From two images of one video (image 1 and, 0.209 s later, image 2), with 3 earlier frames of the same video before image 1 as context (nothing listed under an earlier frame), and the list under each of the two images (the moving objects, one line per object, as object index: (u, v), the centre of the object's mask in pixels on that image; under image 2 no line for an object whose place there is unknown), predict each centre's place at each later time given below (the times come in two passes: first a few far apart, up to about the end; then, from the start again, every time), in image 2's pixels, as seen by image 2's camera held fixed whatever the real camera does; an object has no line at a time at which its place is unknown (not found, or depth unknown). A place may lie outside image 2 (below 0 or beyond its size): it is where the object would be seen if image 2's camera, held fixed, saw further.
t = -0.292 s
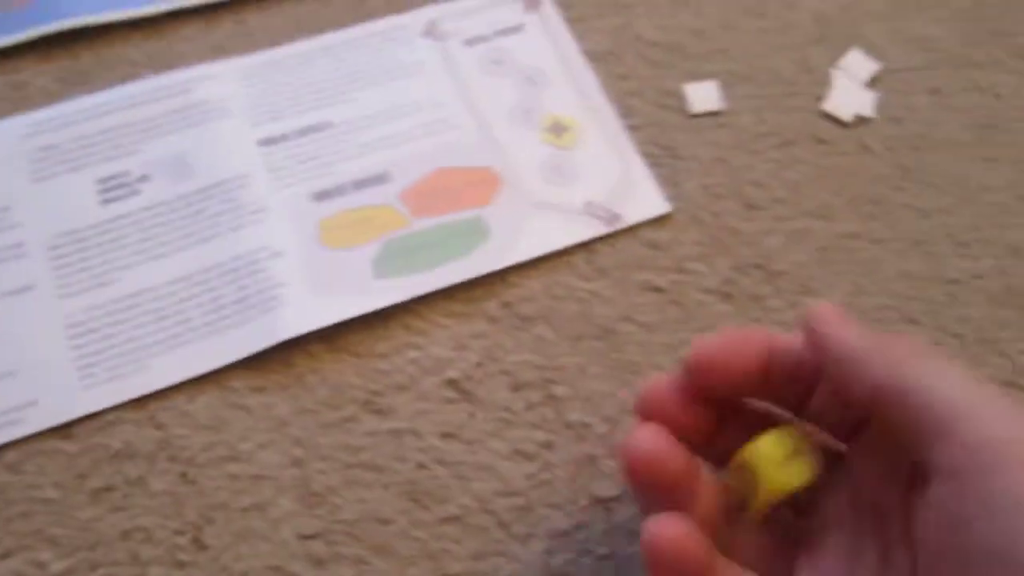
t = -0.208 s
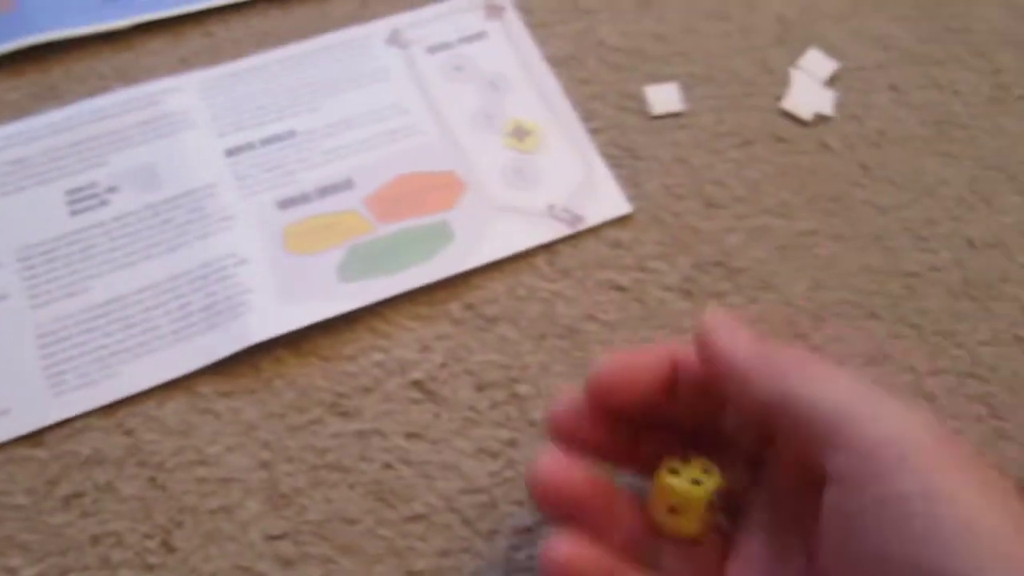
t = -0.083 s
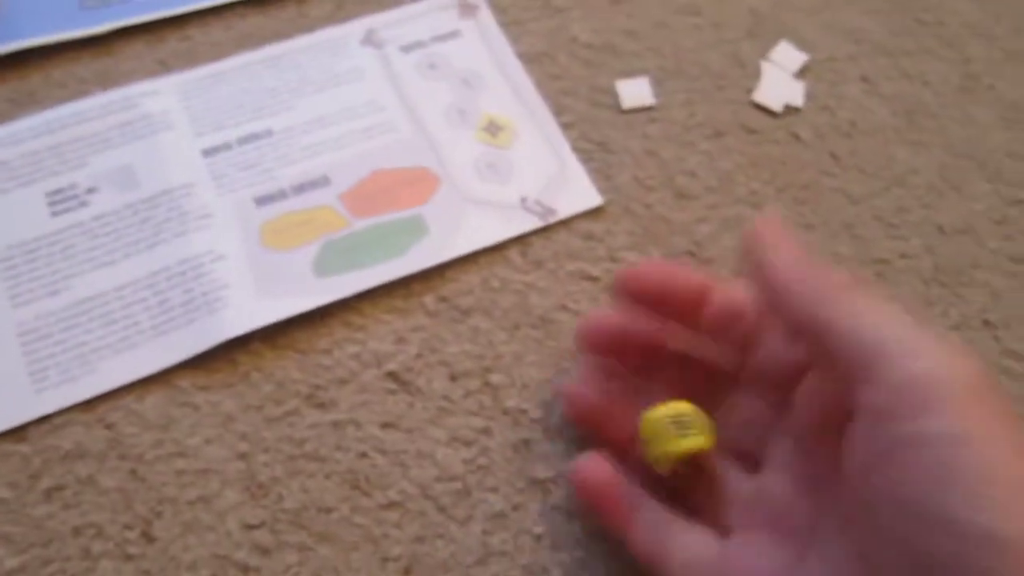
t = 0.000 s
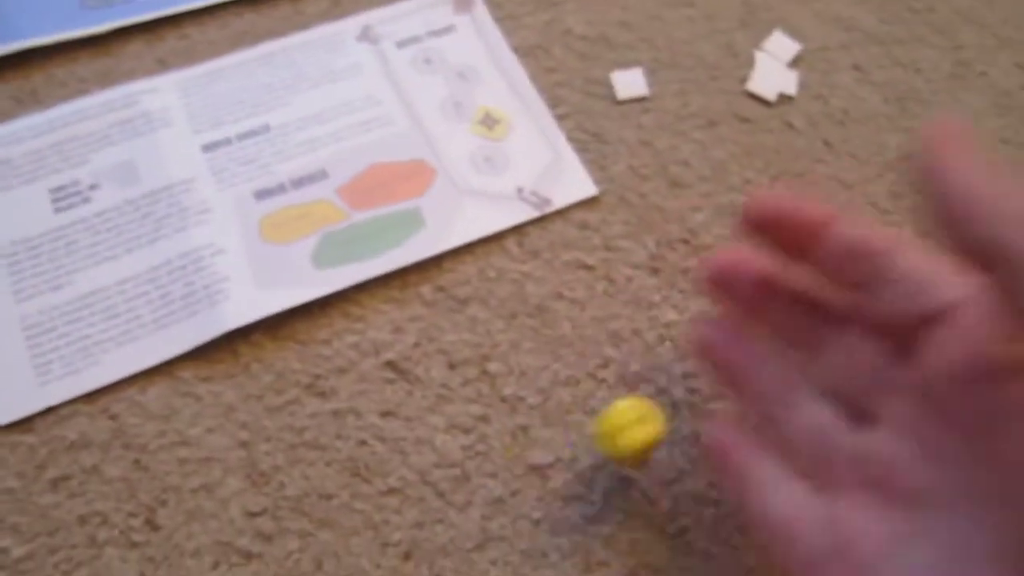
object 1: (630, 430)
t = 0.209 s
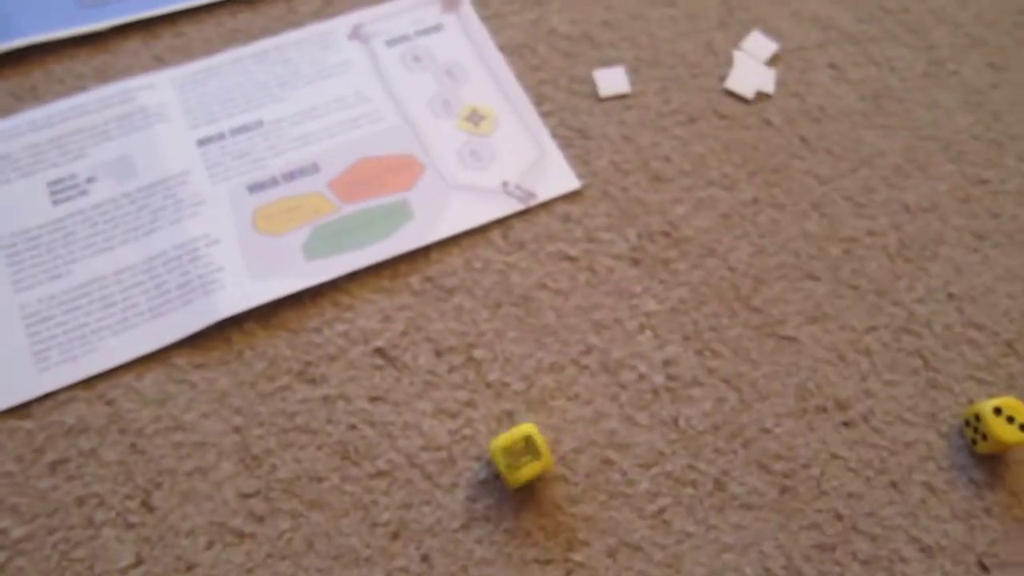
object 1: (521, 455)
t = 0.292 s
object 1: (525, 441)
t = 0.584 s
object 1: (526, 442)
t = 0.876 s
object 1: (526, 442)
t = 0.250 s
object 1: (524, 443)
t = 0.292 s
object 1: (525, 441)
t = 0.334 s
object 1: (526, 443)
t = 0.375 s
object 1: (525, 443)
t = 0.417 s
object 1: (526, 443)
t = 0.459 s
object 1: (526, 443)
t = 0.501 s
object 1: (526, 442)
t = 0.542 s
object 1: (525, 442)
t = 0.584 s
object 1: (526, 442)
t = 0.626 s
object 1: (526, 442)
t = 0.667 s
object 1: (526, 443)
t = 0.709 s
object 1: (525, 443)
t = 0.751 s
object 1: (526, 443)
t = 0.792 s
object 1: (526, 443)
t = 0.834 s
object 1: (526, 442)
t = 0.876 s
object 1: (526, 442)
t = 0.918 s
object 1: (526, 442)
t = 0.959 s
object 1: (526, 441)
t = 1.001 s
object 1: (526, 441)
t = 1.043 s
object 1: (527, 442)
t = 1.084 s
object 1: (526, 441)
